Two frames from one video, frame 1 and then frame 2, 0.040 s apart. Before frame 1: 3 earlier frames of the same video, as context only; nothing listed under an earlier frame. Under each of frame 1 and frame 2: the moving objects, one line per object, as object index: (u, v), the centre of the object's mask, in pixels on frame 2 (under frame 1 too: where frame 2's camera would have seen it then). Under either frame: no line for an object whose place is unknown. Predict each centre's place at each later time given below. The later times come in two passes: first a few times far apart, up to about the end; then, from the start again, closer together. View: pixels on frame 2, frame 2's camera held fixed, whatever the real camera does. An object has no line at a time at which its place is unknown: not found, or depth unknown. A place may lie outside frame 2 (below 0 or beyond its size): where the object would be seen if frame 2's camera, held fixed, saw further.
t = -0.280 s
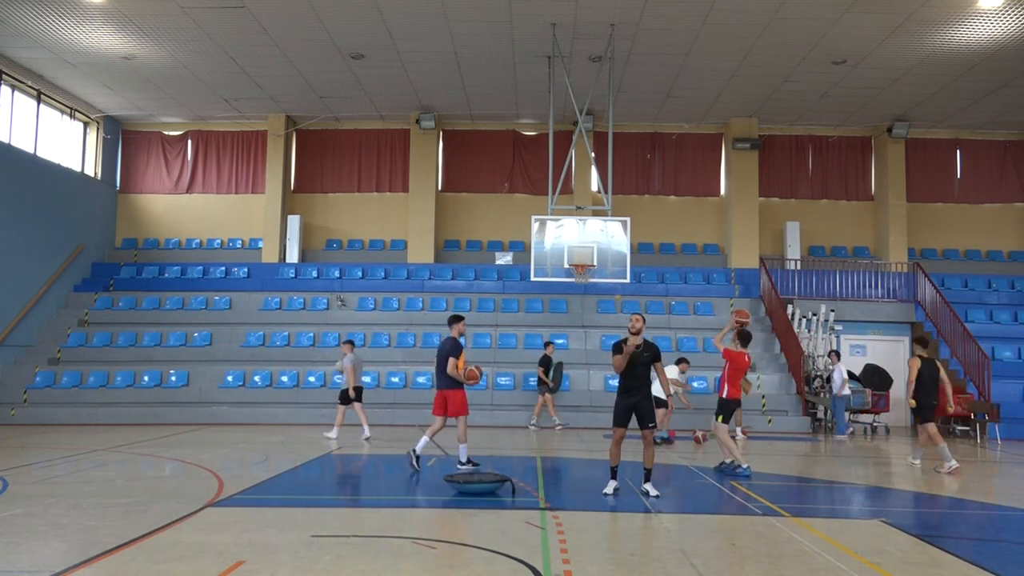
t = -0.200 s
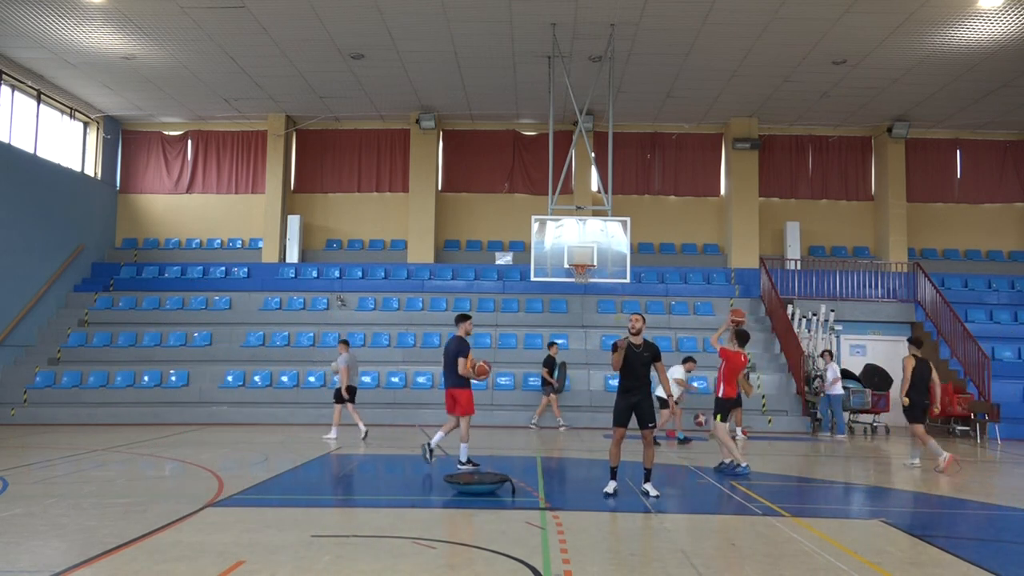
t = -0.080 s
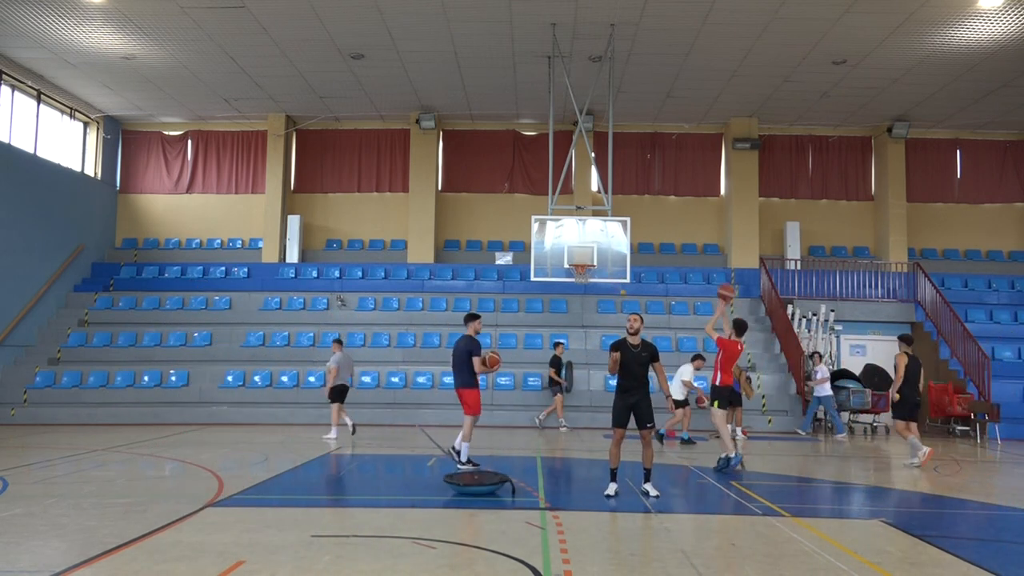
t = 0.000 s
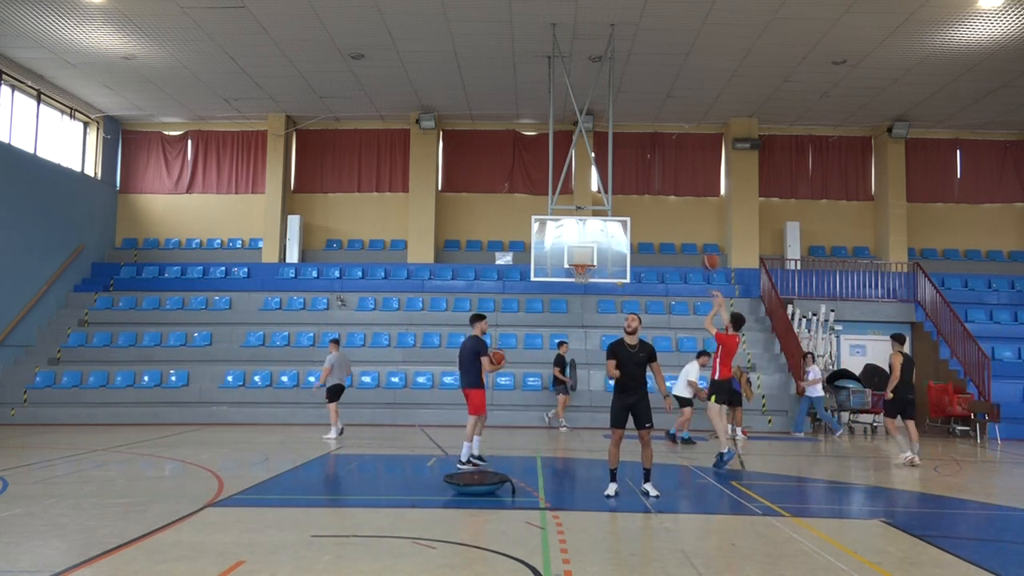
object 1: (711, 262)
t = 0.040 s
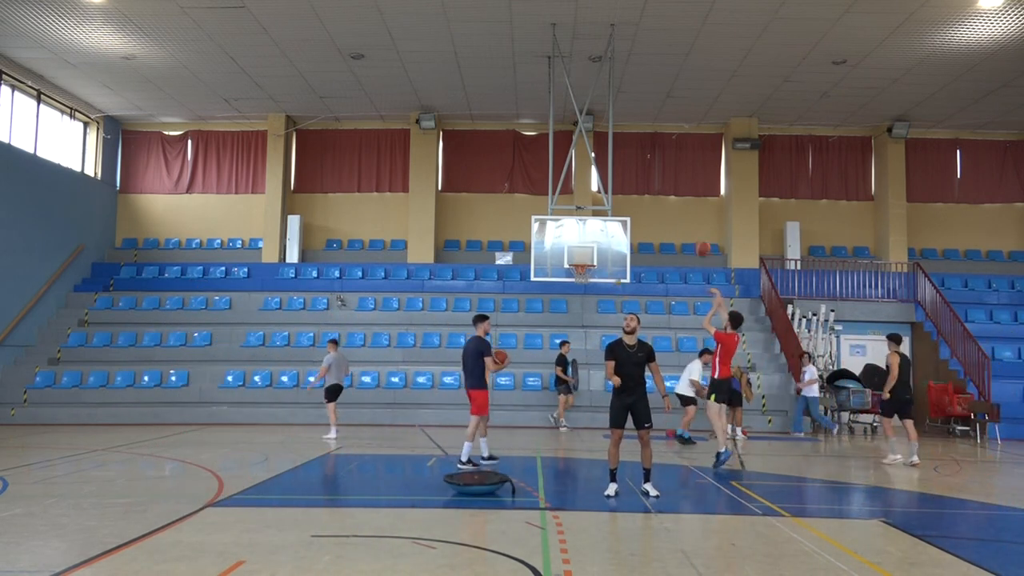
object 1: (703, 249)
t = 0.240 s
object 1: (667, 205)
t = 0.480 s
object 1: (631, 193)
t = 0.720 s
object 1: (601, 216)
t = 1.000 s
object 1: (577, 253)
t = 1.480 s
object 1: (567, 260)
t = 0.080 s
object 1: (695, 237)
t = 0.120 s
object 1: (687, 227)
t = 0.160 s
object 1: (680, 218)
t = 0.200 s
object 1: (673, 211)
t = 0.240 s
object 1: (667, 205)
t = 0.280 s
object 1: (660, 201)
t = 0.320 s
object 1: (654, 198)
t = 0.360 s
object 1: (648, 194)
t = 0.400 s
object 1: (642, 193)
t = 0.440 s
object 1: (636, 193)
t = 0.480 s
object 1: (631, 193)
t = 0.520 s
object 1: (626, 196)
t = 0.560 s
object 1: (620, 198)
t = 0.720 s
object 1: (601, 216)
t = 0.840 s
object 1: (588, 237)
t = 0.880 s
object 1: (584, 246)
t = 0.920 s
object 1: (580, 255)
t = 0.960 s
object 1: (577, 258)
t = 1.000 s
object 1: (577, 253)
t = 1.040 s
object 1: (576, 249)
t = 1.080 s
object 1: (575, 246)
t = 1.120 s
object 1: (575, 243)
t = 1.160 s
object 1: (574, 241)
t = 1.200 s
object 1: (573, 240)
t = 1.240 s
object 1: (572, 240)
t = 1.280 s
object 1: (571, 241)
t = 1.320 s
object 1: (571, 243)
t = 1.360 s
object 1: (570, 246)
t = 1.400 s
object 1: (569, 249)
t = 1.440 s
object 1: (568, 254)
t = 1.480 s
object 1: (567, 260)
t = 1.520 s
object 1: (566, 266)
